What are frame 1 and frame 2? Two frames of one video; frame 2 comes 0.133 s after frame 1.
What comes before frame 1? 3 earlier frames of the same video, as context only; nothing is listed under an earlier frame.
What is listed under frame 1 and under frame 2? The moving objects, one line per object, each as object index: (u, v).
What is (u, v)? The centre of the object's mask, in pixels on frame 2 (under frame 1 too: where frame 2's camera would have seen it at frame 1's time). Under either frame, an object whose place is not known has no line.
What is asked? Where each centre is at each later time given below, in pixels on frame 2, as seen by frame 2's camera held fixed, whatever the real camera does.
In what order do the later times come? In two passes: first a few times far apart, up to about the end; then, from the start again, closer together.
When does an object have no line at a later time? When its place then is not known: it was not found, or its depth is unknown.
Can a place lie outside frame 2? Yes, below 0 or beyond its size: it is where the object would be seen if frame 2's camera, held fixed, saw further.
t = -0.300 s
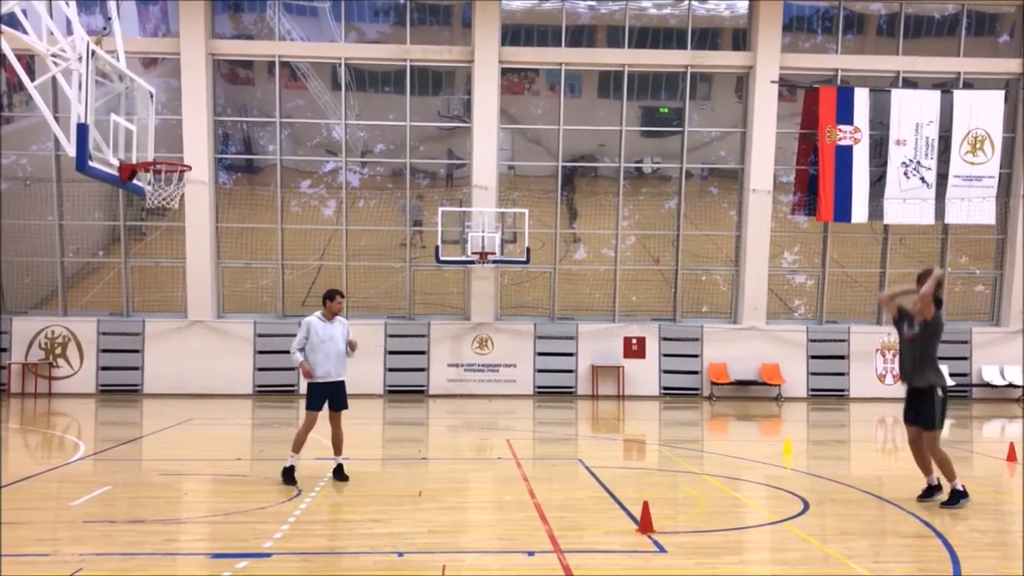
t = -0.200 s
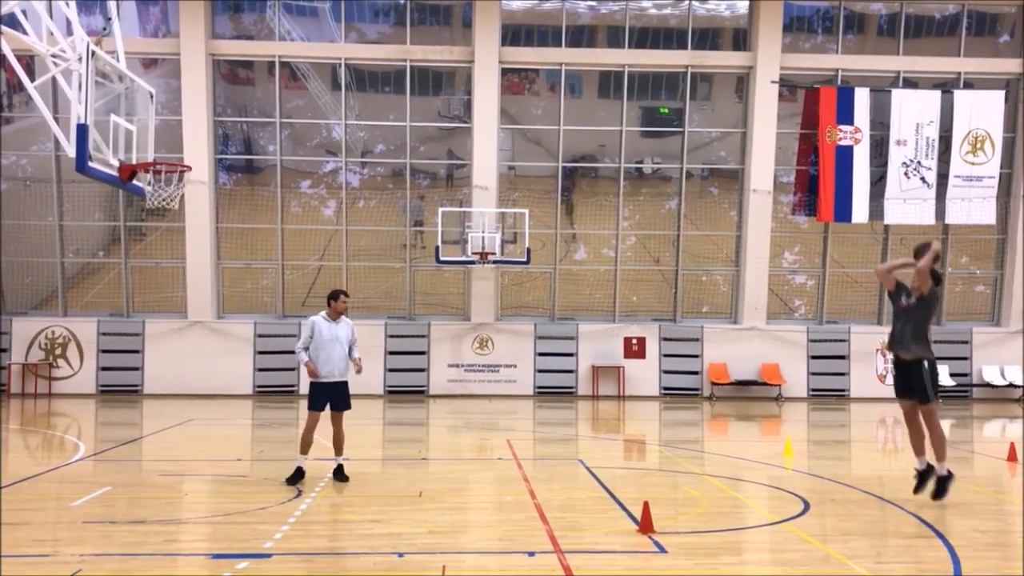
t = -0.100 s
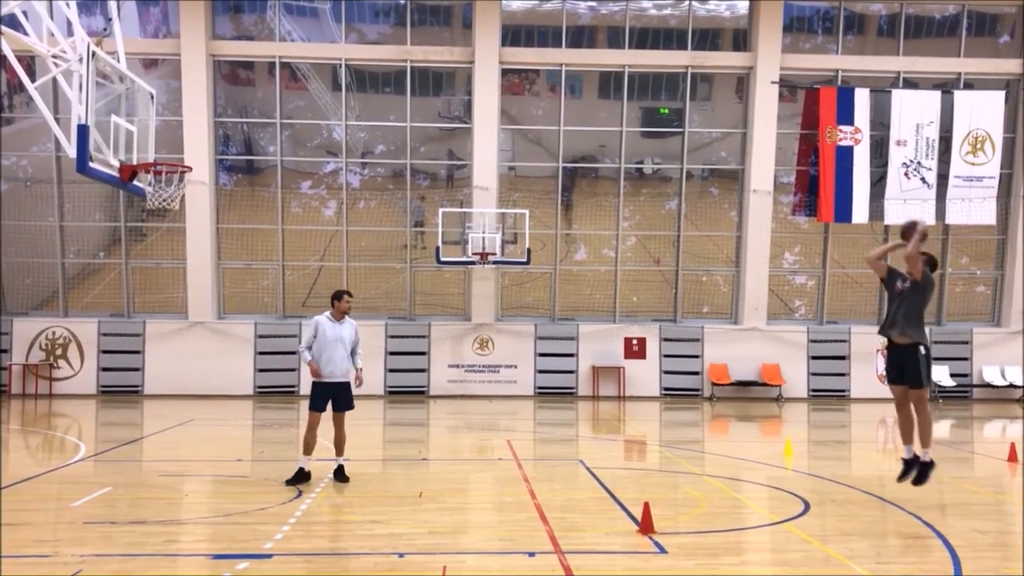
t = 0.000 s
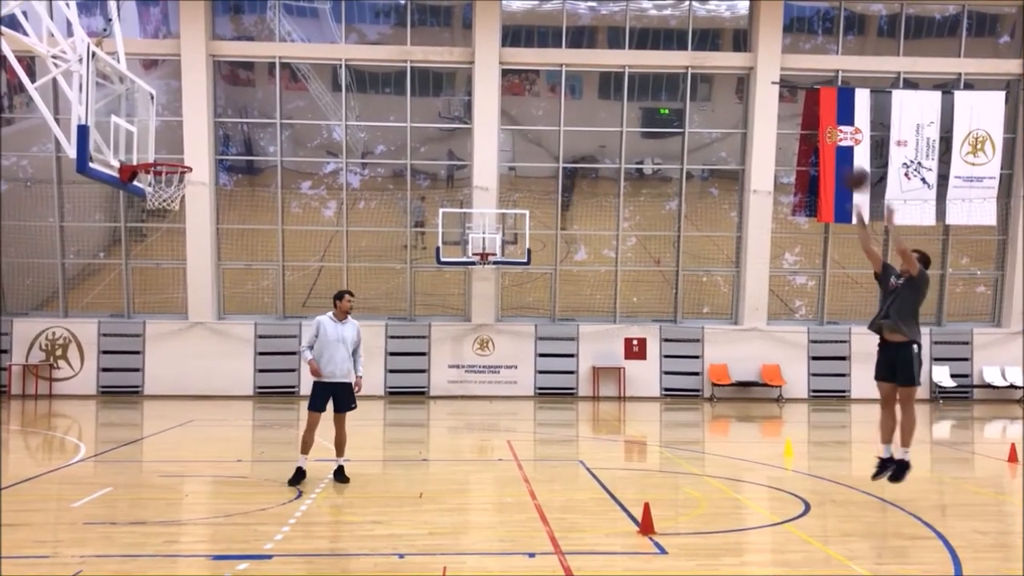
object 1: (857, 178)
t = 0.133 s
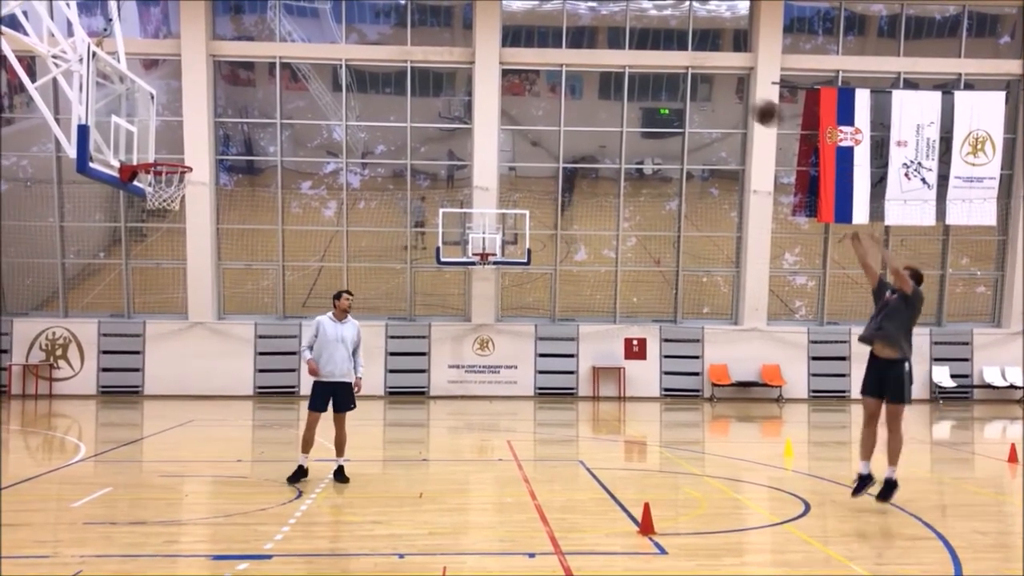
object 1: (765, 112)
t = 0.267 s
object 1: (677, 65)
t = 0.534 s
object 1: (501, 28)
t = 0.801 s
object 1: (333, 64)
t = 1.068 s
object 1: (165, 175)
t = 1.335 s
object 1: (144, 274)
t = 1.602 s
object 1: (143, 449)
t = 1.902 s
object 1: (182, 373)
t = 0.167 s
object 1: (743, 100)
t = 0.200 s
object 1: (719, 89)
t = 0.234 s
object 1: (701, 76)
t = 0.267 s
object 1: (677, 65)
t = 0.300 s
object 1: (655, 57)
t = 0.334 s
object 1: (633, 50)
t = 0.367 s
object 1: (610, 45)
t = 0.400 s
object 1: (589, 40)
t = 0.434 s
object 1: (567, 36)
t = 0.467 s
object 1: (547, 31)
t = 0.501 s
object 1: (523, 29)
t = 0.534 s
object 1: (501, 28)
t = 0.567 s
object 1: (482, 28)
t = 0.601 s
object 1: (460, 34)
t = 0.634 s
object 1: (438, 35)
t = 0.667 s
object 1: (418, 38)
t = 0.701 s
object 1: (397, 43)
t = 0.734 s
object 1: (375, 49)
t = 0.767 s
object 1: (354, 56)
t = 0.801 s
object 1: (333, 64)
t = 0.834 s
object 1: (313, 74)
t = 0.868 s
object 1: (293, 86)
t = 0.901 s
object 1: (271, 96)
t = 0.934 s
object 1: (251, 108)
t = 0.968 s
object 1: (227, 124)
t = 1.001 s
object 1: (207, 137)
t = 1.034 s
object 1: (187, 153)
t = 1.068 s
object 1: (165, 175)
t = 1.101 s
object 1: (144, 185)
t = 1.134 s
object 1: (143, 196)
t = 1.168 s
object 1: (142, 204)
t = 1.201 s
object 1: (142, 215)
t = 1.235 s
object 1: (142, 229)
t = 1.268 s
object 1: (143, 242)
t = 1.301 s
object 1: (143, 257)
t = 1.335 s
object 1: (144, 274)
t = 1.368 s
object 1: (144, 291)
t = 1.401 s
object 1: (144, 309)
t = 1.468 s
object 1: (145, 349)
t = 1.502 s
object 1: (145, 373)
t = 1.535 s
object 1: (145, 397)
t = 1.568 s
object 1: (144, 422)
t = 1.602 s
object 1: (143, 449)
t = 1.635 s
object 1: (143, 476)
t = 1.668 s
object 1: (146, 481)
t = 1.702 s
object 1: (151, 462)
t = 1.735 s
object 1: (157, 444)
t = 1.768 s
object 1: (162, 427)
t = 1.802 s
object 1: (167, 412)
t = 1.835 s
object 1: (172, 397)
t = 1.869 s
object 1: (177, 384)
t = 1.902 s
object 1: (182, 373)
